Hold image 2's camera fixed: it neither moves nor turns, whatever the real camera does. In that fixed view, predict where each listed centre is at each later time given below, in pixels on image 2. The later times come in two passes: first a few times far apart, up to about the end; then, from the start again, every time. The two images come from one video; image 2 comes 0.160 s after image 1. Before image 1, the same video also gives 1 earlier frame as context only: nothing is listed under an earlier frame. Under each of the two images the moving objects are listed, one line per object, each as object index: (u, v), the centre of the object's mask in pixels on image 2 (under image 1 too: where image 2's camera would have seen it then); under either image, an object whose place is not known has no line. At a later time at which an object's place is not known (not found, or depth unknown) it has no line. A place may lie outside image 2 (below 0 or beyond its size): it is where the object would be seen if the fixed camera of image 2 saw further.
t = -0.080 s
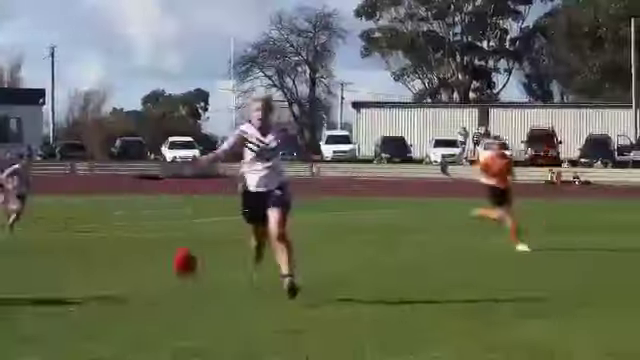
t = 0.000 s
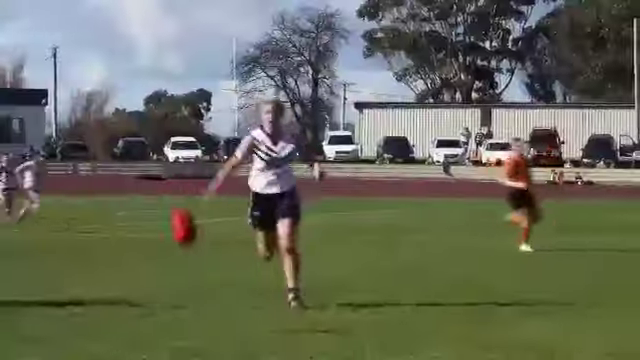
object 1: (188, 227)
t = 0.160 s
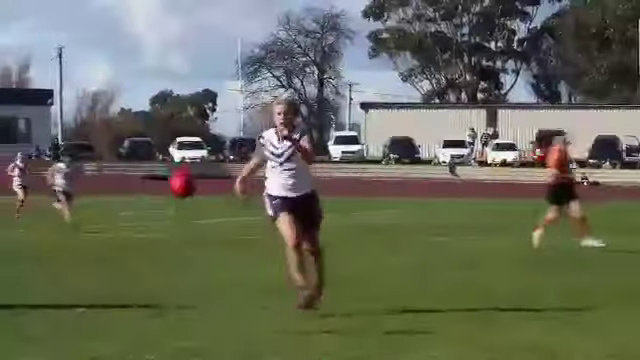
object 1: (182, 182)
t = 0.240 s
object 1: (179, 175)
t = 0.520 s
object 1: (172, 222)
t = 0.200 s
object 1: (182, 178)
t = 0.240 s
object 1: (179, 175)
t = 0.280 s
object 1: (178, 173)
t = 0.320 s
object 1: (176, 173)
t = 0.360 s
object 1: (175, 177)
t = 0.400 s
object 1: (174, 183)
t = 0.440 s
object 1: (174, 189)
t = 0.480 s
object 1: (171, 207)
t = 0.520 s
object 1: (172, 222)
